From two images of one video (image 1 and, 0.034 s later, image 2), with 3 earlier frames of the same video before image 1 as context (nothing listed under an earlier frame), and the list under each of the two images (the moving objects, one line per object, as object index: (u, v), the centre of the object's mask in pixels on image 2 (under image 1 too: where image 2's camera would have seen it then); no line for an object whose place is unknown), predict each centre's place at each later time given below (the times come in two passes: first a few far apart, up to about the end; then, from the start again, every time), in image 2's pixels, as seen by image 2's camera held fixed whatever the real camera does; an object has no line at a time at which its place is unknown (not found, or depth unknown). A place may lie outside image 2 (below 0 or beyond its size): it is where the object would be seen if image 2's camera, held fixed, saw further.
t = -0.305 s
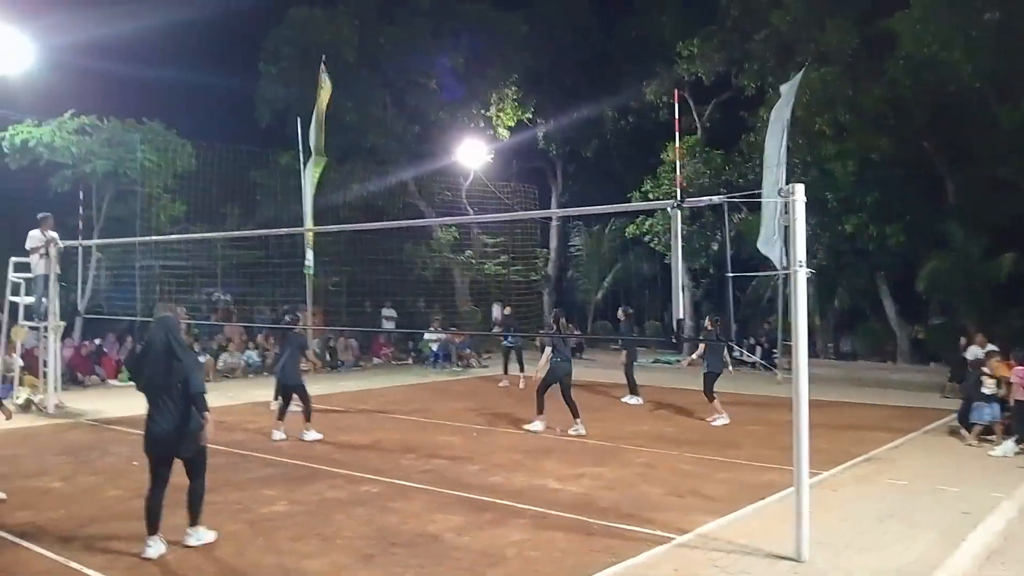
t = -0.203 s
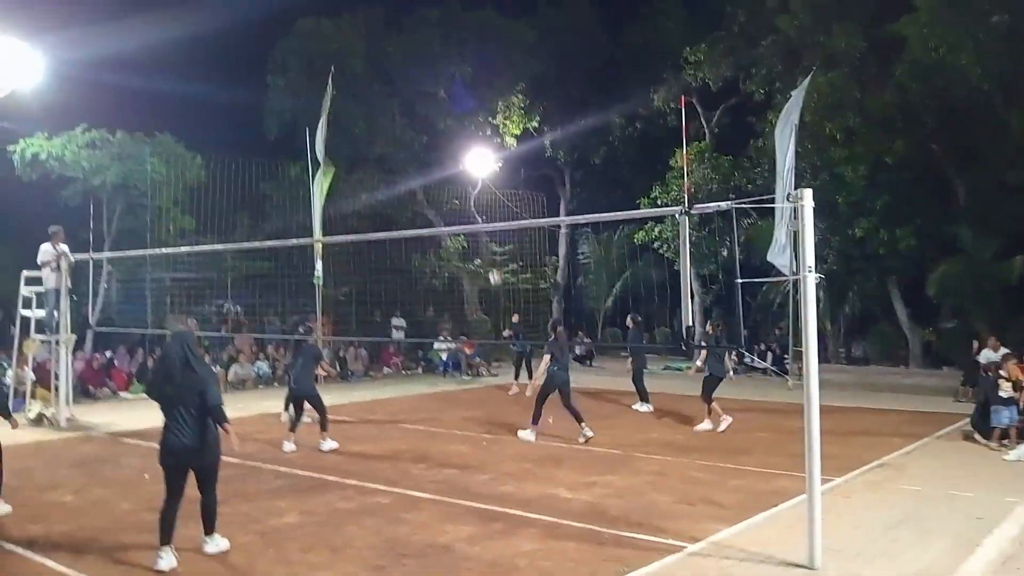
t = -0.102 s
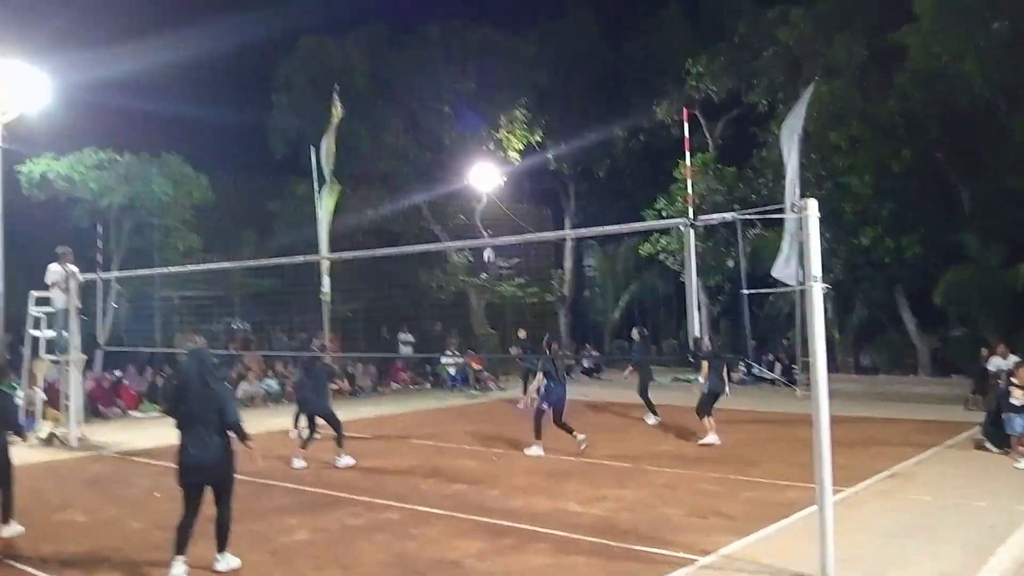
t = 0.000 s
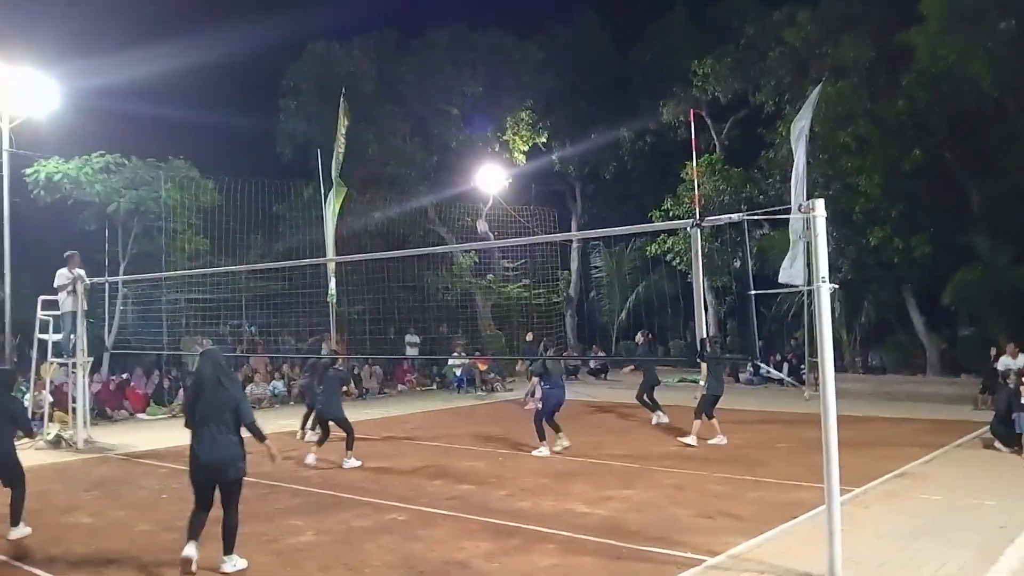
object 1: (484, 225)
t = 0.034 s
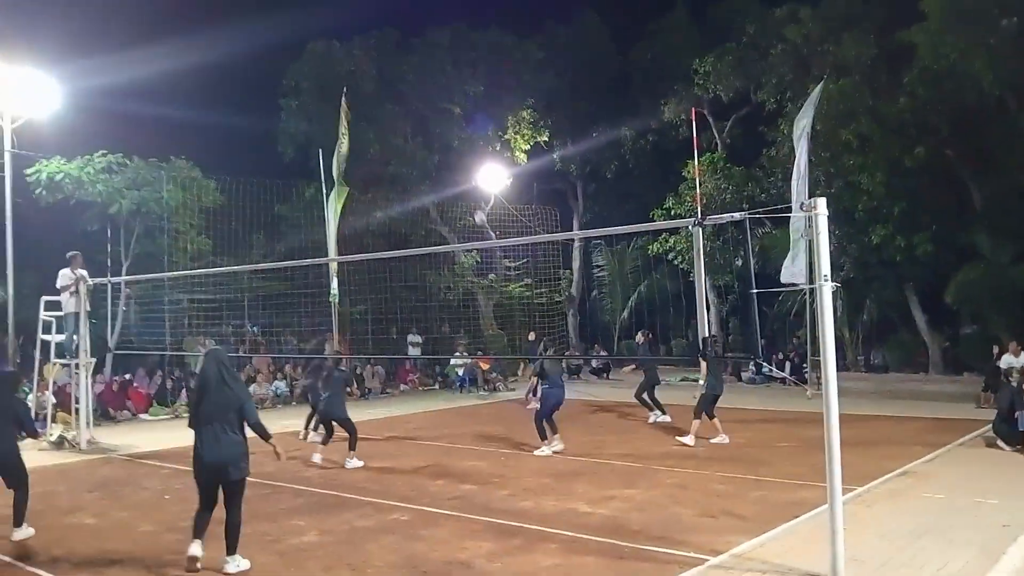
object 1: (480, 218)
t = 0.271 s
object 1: (451, 174)
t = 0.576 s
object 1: (415, 164)
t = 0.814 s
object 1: (387, 192)
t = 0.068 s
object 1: (475, 209)
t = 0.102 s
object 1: (471, 202)
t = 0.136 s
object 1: (467, 195)
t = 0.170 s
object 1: (463, 189)
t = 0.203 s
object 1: (459, 184)
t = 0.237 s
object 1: (455, 178)
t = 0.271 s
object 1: (451, 174)
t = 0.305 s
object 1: (447, 170)
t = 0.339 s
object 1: (443, 167)
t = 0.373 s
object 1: (439, 164)
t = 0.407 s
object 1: (434, 163)
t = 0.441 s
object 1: (431, 162)
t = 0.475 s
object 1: (427, 161)
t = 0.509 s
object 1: (422, 161)
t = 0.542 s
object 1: (419, 162)
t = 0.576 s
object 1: (415, 164)
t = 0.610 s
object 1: (411, 166)
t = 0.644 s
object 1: (407, 168)
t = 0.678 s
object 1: (403, 172)
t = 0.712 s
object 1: (399, 176)
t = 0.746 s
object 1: (395, 181)
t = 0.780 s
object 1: (391, 186)
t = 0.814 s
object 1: (387, 192)
